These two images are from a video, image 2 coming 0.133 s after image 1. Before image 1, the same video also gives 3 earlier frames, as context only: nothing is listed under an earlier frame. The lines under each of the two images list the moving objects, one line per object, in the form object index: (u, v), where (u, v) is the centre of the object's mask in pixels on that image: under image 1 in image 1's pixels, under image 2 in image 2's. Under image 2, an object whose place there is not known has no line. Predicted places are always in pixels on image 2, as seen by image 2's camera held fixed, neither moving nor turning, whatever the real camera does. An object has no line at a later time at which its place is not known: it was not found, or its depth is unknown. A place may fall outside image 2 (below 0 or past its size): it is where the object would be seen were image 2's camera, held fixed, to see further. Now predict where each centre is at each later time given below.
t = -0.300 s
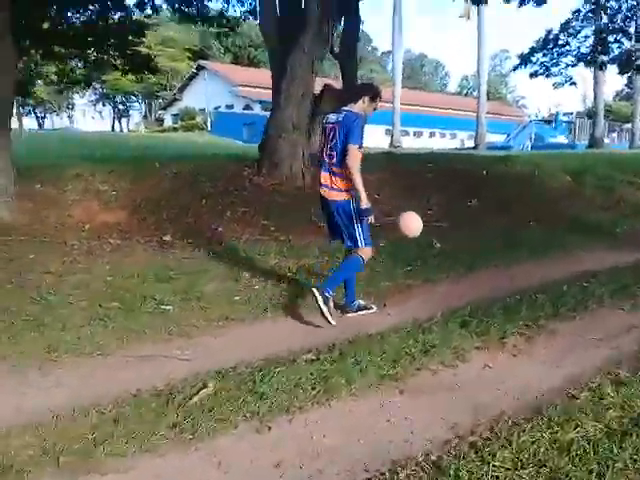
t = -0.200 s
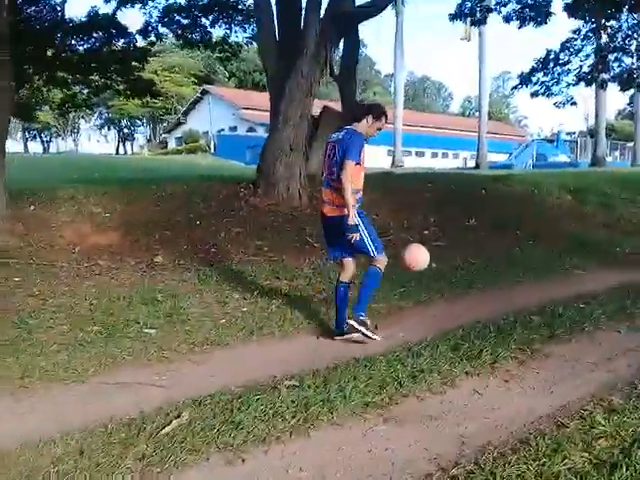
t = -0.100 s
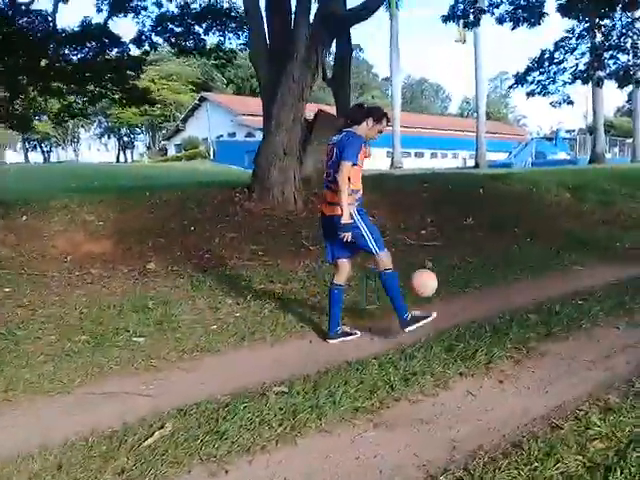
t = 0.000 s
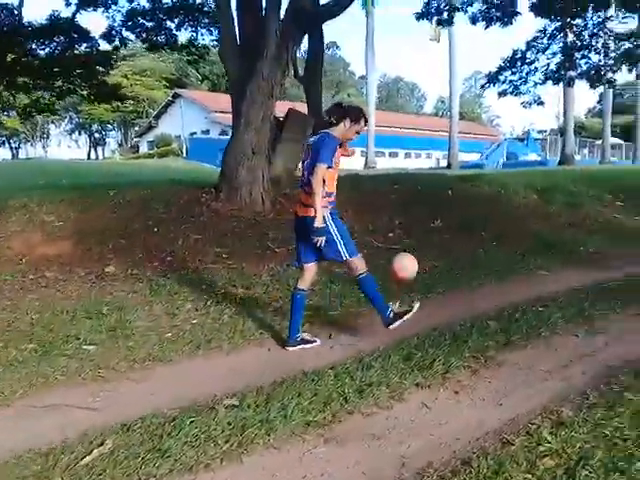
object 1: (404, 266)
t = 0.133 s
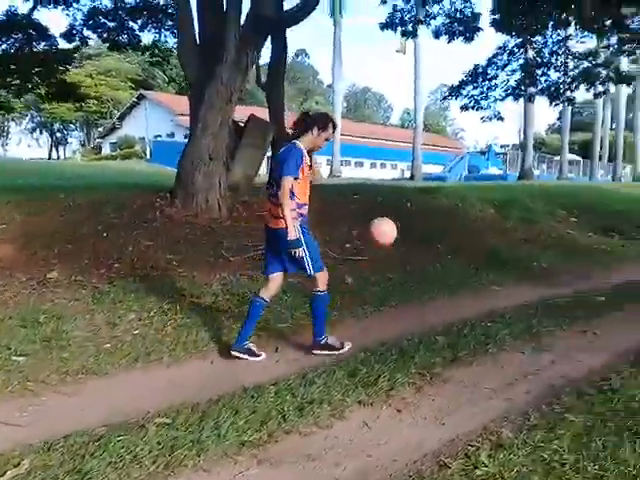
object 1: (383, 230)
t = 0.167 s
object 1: (388, 222)
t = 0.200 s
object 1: (393, 215)
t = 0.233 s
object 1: (399, 209)
